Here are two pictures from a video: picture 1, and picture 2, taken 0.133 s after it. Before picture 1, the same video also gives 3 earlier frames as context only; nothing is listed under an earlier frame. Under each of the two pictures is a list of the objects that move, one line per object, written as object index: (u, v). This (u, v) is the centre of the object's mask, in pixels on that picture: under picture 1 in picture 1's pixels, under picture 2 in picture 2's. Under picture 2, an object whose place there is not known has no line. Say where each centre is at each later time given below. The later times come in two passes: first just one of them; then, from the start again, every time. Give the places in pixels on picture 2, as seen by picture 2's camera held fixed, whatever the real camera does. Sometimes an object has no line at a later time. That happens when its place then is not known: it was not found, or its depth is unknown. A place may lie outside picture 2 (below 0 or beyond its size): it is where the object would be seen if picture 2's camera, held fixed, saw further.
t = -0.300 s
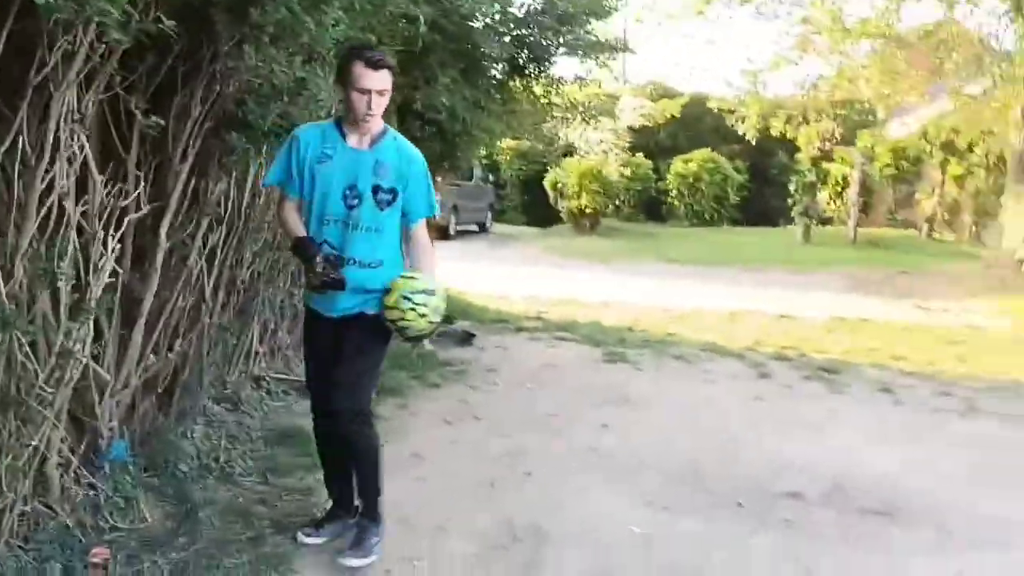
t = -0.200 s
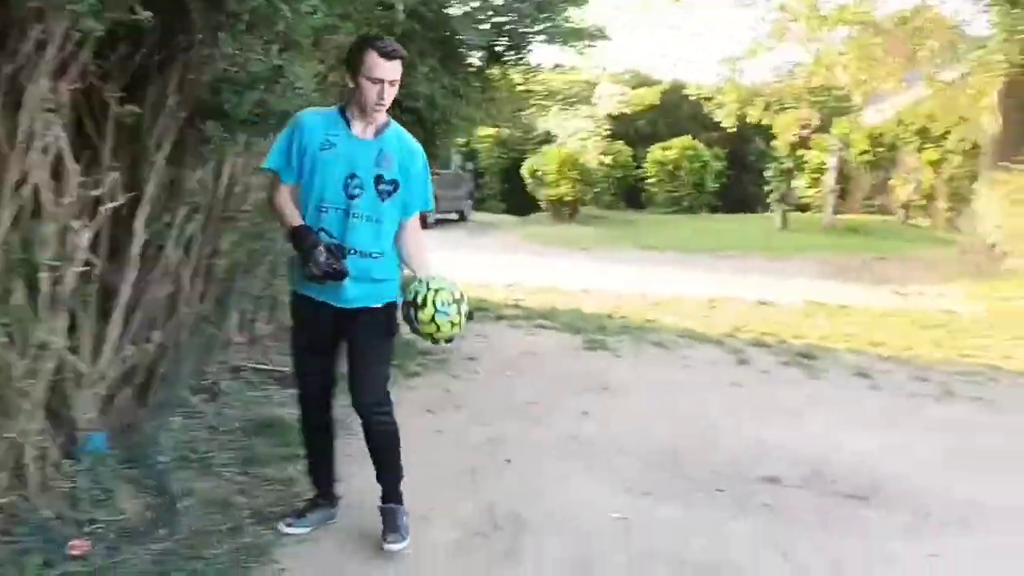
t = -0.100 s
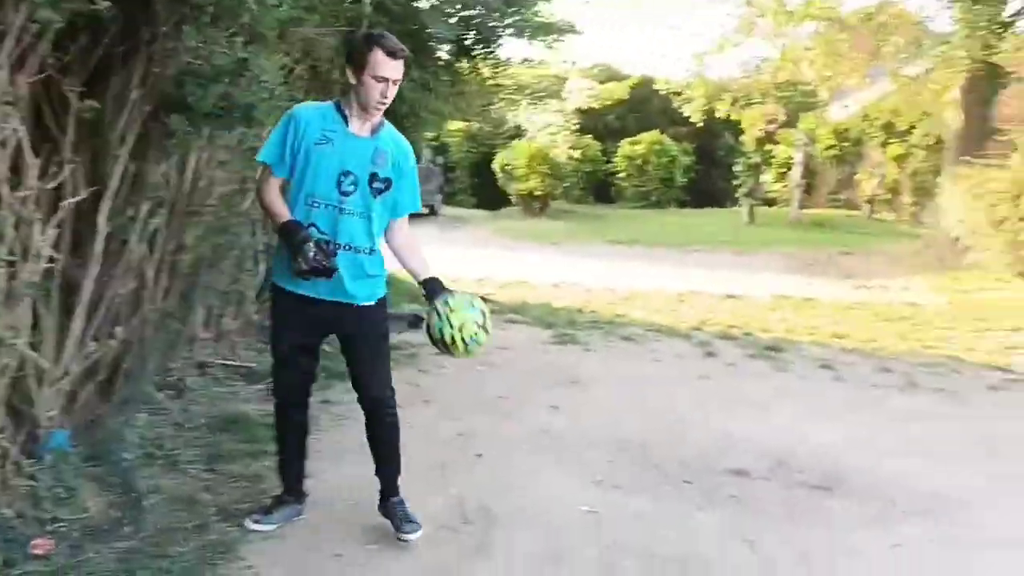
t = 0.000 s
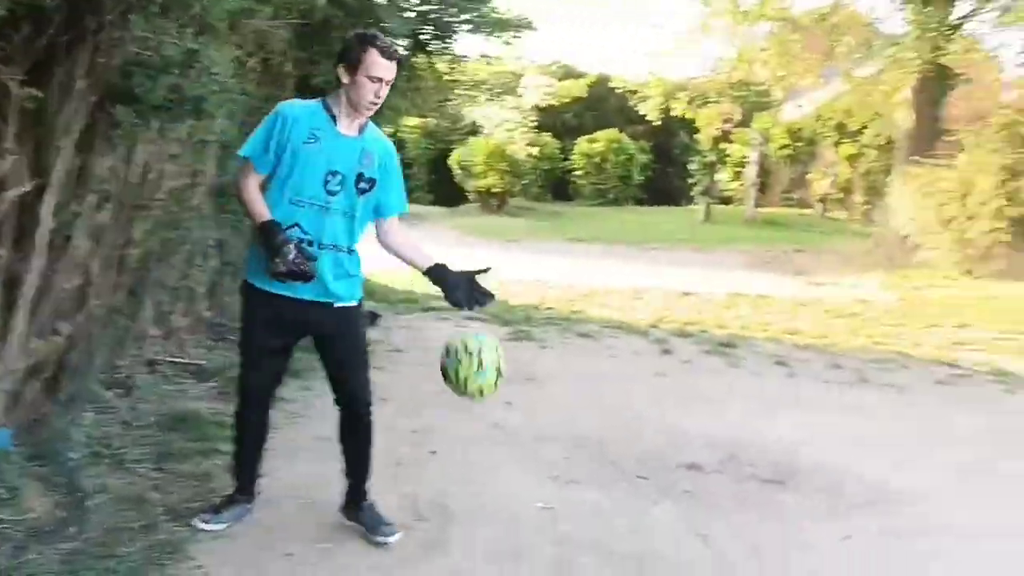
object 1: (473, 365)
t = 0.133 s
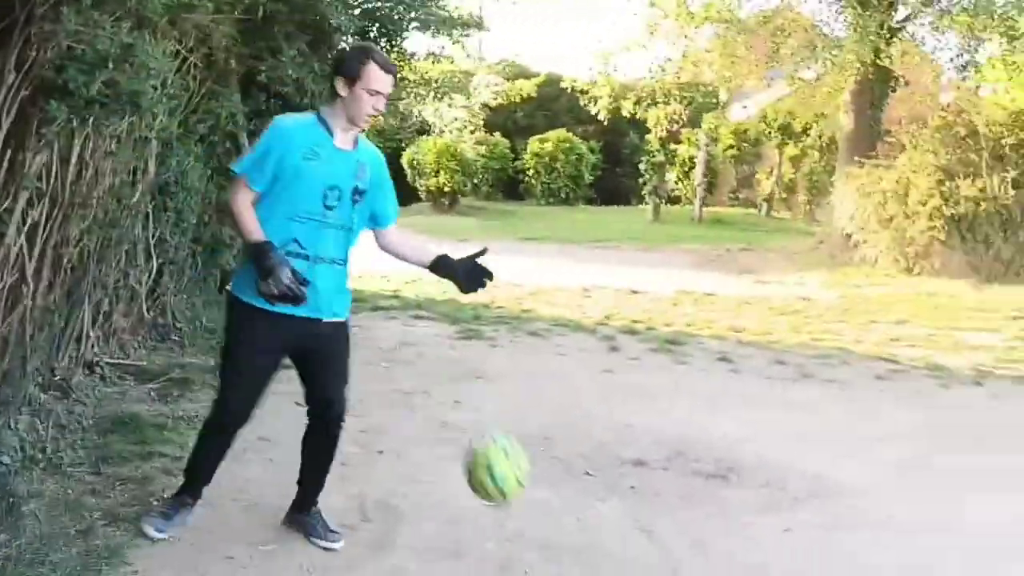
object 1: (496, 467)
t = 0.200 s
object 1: (534, 541)
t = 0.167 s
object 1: (514, 501)
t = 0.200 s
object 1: (534, 541)
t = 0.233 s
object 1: (548, 541)
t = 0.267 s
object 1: (559, 513)
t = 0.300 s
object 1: (572, 486)
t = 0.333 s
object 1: (583, 464)
